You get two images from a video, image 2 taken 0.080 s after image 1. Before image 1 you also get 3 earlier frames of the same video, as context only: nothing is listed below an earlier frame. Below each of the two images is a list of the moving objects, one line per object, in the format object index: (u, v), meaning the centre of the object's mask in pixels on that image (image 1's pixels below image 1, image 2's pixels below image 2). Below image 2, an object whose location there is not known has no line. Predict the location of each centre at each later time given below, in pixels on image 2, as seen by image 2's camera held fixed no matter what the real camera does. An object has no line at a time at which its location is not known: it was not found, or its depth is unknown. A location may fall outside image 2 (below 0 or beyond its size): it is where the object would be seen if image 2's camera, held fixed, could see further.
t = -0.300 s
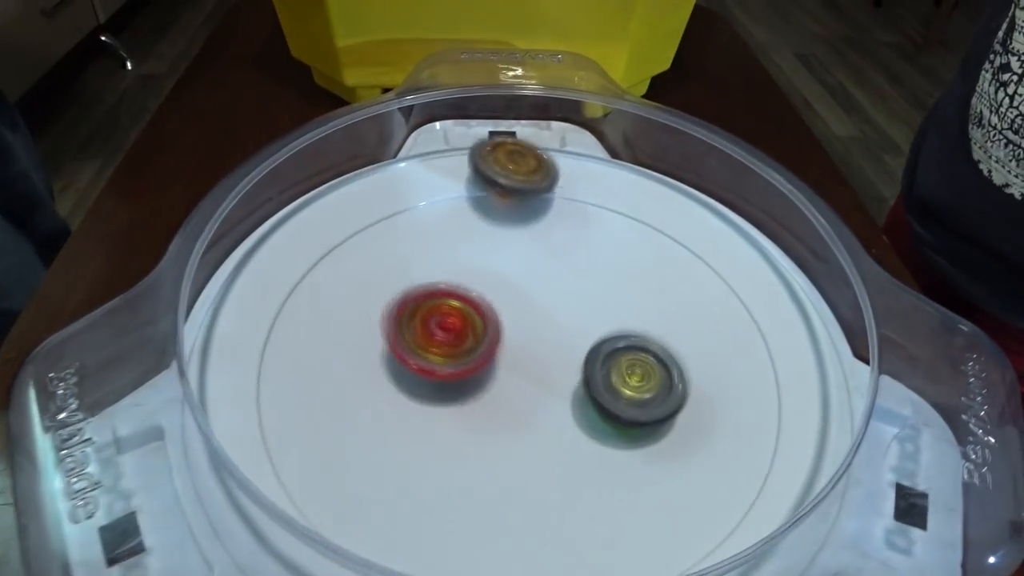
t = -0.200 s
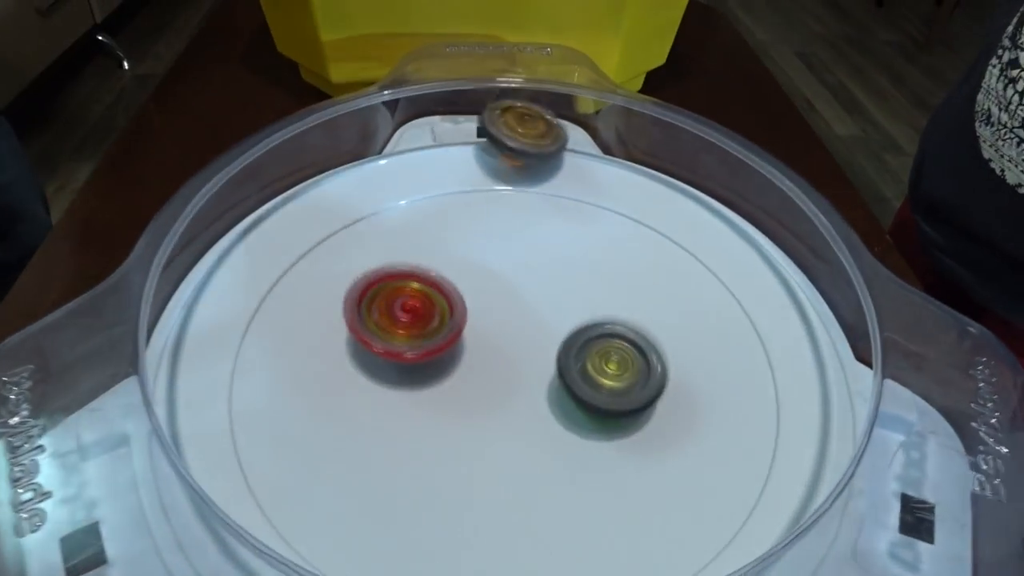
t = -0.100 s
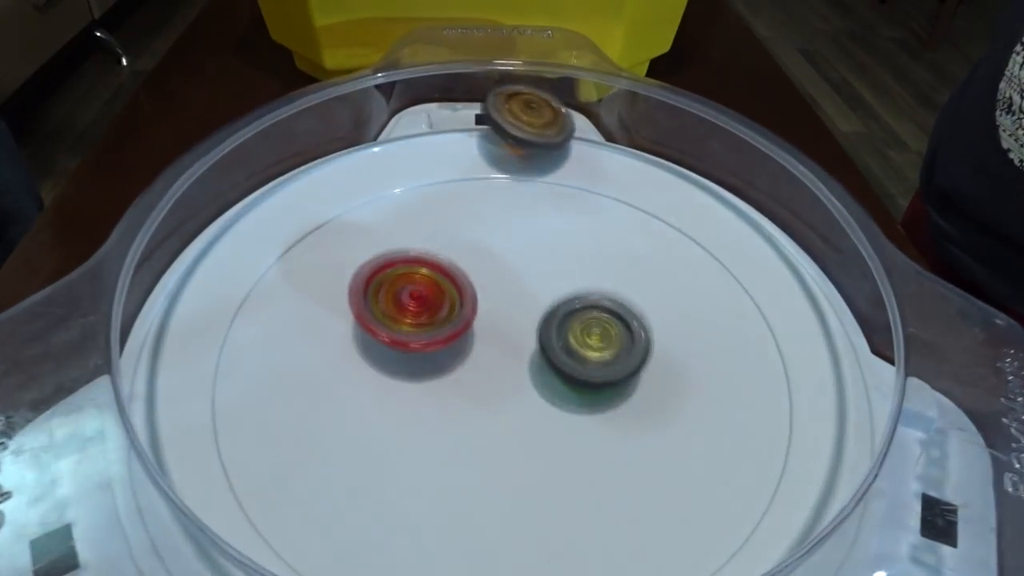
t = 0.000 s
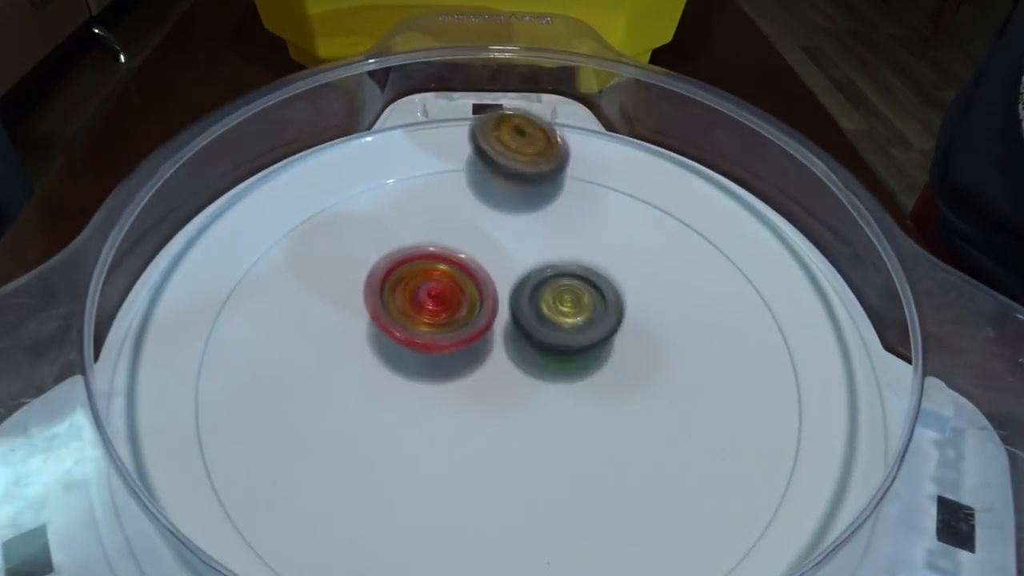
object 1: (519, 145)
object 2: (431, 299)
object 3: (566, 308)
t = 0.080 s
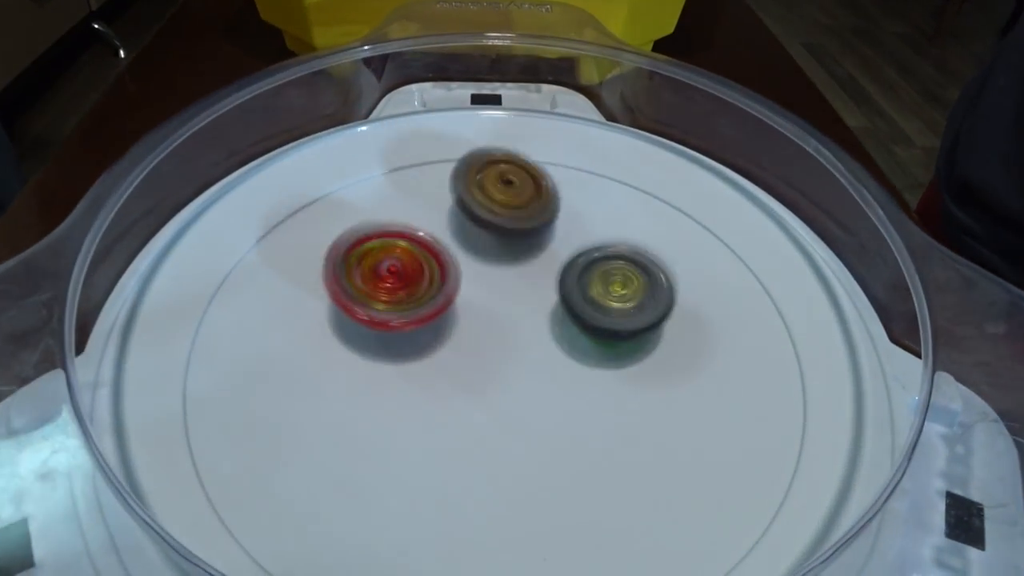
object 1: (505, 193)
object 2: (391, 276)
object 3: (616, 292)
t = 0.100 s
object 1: (502, 207)
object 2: (383, 272)
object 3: (627, 290)
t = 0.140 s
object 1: (496, 246)
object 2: (373, 270)
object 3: (644, 286)
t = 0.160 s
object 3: (649, 285)
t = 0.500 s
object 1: (640, 433)
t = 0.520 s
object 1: (644, 430)
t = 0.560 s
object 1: (650, 419)
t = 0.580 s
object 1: (652, 415)
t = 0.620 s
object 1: (654, 400)
